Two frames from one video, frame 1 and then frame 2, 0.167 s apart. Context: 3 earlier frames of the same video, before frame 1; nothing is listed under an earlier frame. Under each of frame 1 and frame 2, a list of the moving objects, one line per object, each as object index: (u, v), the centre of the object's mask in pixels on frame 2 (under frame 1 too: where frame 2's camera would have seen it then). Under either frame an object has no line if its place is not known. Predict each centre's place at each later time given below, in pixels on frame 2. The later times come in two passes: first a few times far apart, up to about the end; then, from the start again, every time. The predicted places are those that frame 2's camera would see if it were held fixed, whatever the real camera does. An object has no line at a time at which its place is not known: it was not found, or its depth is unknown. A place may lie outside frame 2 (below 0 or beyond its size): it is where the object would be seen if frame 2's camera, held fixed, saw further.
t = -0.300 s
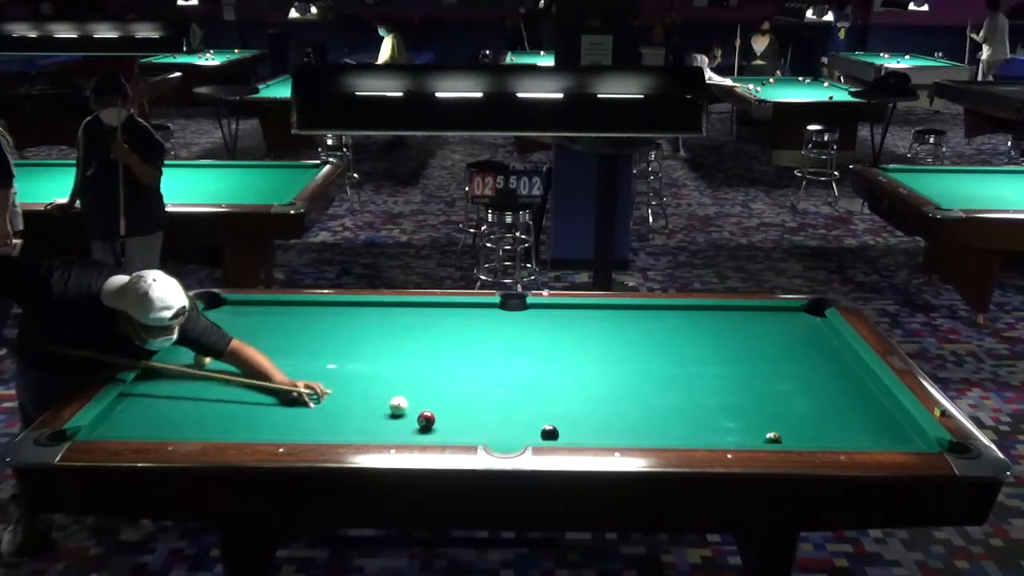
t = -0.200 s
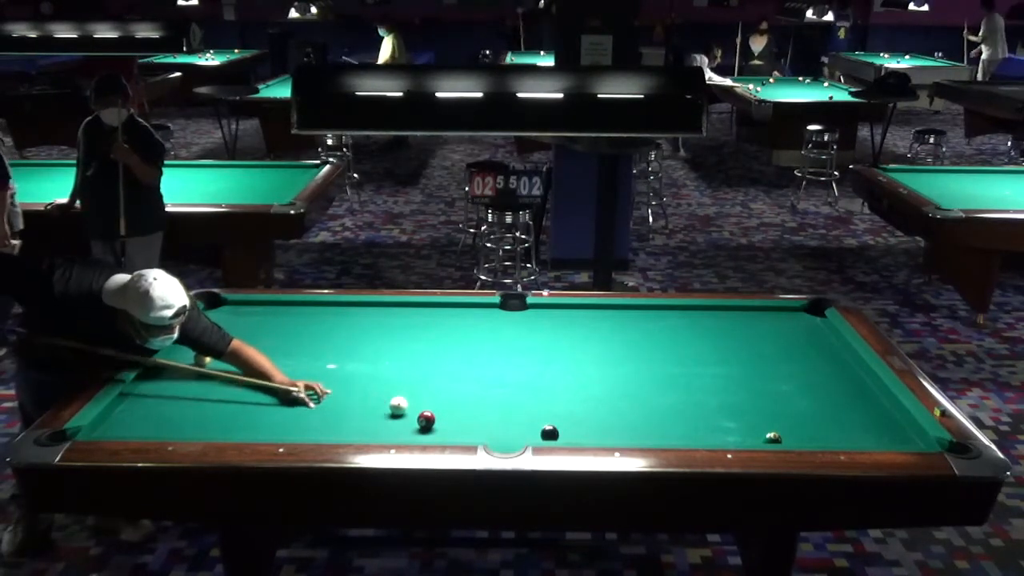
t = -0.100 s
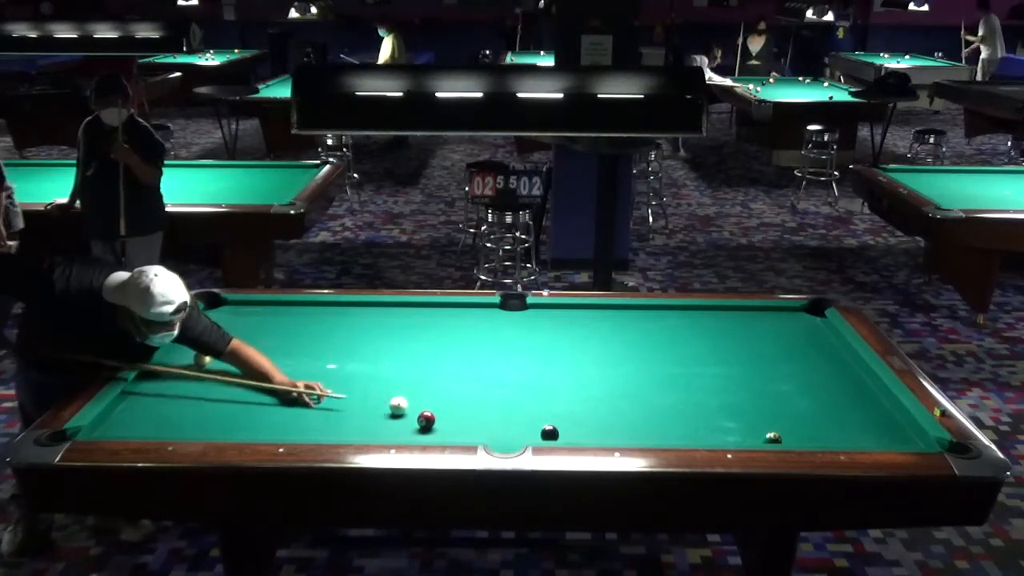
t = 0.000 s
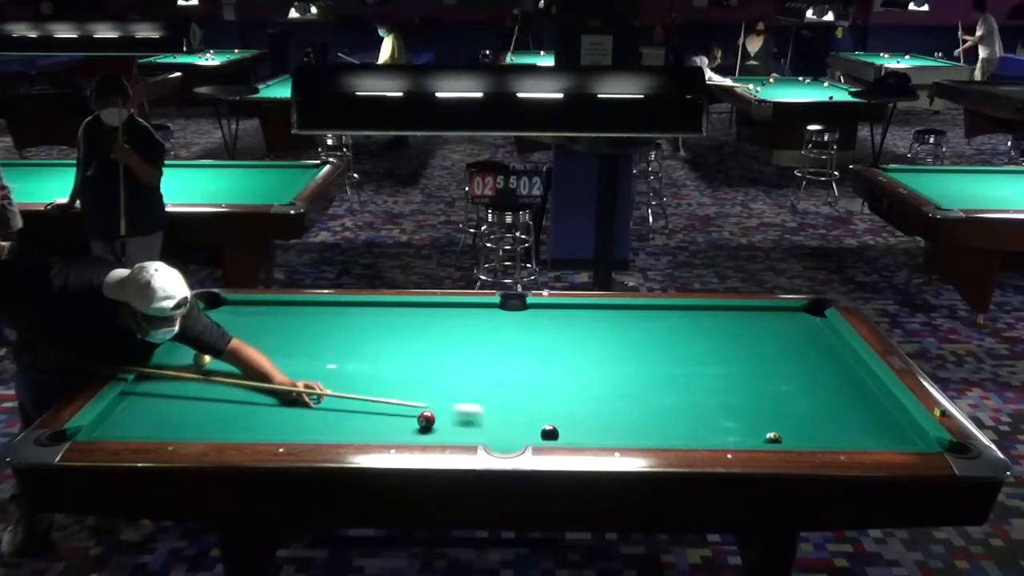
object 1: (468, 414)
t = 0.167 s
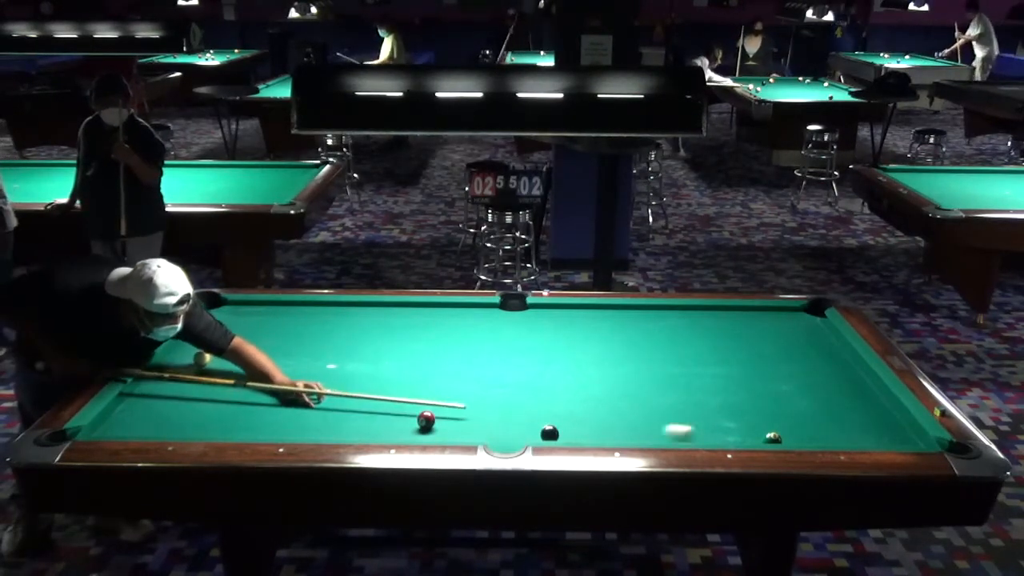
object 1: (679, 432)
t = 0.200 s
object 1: (719, 434)
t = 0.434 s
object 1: (773, 429)
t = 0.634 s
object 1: (825, 419)
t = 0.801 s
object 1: (871, 413)
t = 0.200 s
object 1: (719, 434)
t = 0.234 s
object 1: (752, 438)
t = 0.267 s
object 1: (754, 437)
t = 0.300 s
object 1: (755, 435)
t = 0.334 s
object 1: (759, 434)
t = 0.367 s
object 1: (763, 433)
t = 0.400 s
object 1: (767, 430)
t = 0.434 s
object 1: (773, 429)
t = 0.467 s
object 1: (780, 427)
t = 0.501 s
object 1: (788, 425)
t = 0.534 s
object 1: (797, 423)
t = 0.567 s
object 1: (806, 422)
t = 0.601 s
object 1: (815, 421)
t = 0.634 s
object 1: (825, 419)
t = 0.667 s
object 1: (834, 418)
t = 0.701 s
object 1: (843, 416)
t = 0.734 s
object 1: (853, 415)
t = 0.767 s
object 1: (861, 414)
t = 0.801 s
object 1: (871, 413)
